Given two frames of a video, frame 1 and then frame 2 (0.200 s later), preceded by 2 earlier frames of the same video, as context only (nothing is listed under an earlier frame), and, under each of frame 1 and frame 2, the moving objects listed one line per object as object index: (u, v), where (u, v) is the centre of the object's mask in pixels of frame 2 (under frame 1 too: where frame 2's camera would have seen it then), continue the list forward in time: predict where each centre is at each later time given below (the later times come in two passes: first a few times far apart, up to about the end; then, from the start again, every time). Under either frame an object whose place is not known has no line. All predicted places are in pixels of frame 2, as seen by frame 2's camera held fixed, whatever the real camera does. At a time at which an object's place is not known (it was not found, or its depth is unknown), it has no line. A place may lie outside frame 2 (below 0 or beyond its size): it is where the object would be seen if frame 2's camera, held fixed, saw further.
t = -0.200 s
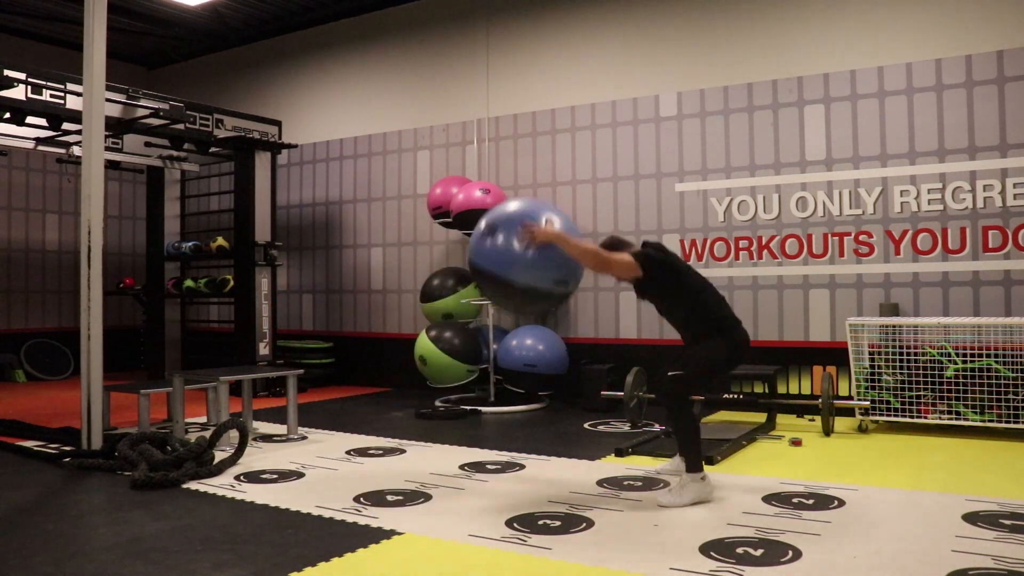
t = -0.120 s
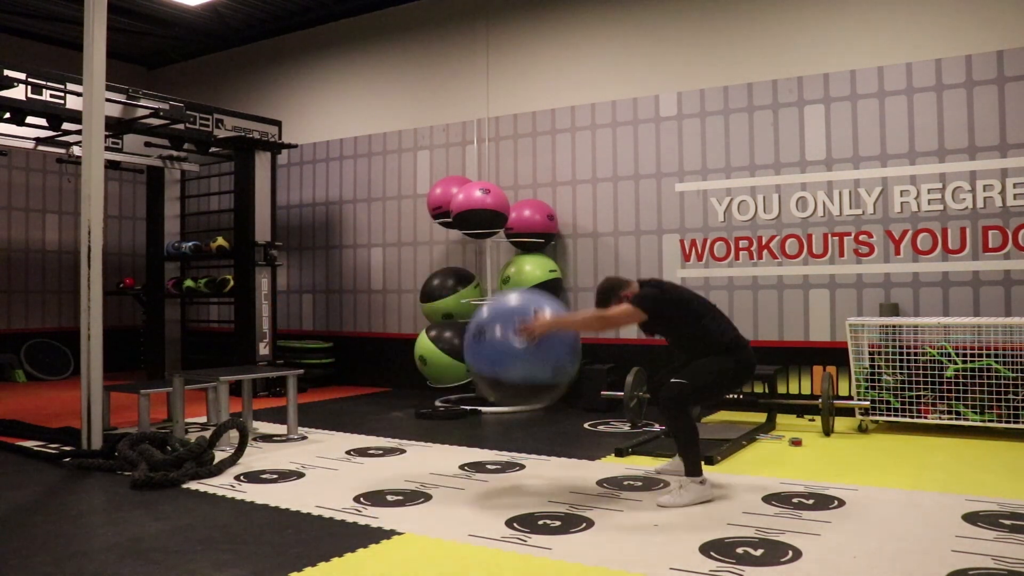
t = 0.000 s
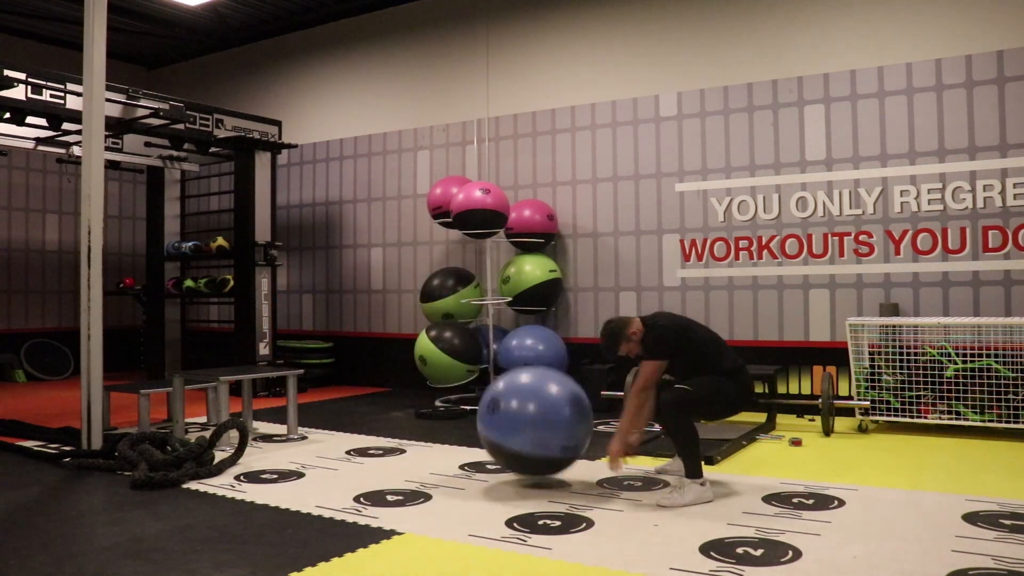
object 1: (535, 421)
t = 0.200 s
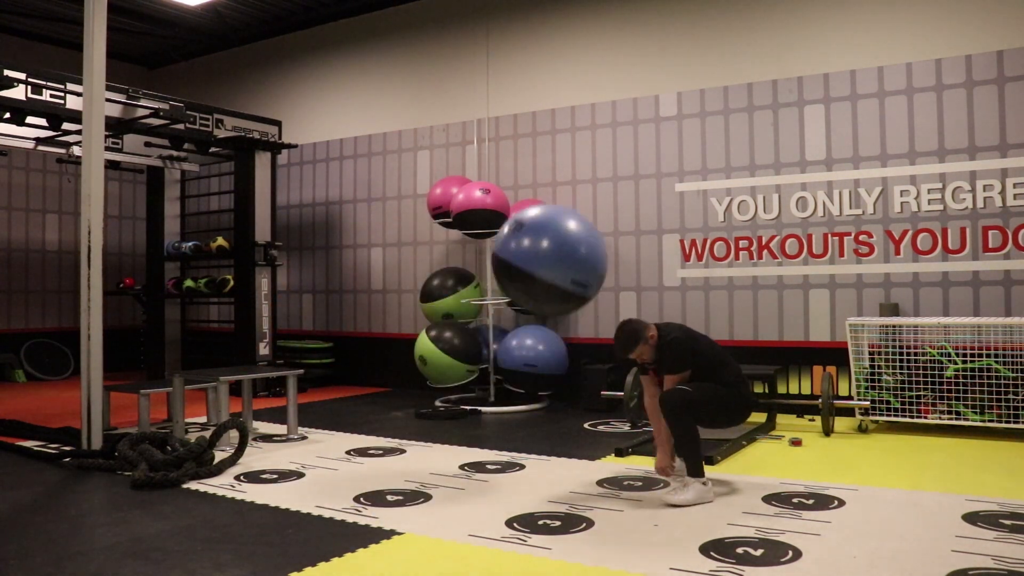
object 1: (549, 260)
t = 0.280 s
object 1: (556, 213)
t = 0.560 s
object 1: (576, 130)
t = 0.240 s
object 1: (553, 235)
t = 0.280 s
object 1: (556, 213)
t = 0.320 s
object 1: (559, 193)
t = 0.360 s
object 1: (562, 176)
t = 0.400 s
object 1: (564, 162)
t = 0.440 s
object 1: (567, 150)
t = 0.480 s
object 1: (570, 141)
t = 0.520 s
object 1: (573, 134)
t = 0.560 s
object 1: (576, 130)
